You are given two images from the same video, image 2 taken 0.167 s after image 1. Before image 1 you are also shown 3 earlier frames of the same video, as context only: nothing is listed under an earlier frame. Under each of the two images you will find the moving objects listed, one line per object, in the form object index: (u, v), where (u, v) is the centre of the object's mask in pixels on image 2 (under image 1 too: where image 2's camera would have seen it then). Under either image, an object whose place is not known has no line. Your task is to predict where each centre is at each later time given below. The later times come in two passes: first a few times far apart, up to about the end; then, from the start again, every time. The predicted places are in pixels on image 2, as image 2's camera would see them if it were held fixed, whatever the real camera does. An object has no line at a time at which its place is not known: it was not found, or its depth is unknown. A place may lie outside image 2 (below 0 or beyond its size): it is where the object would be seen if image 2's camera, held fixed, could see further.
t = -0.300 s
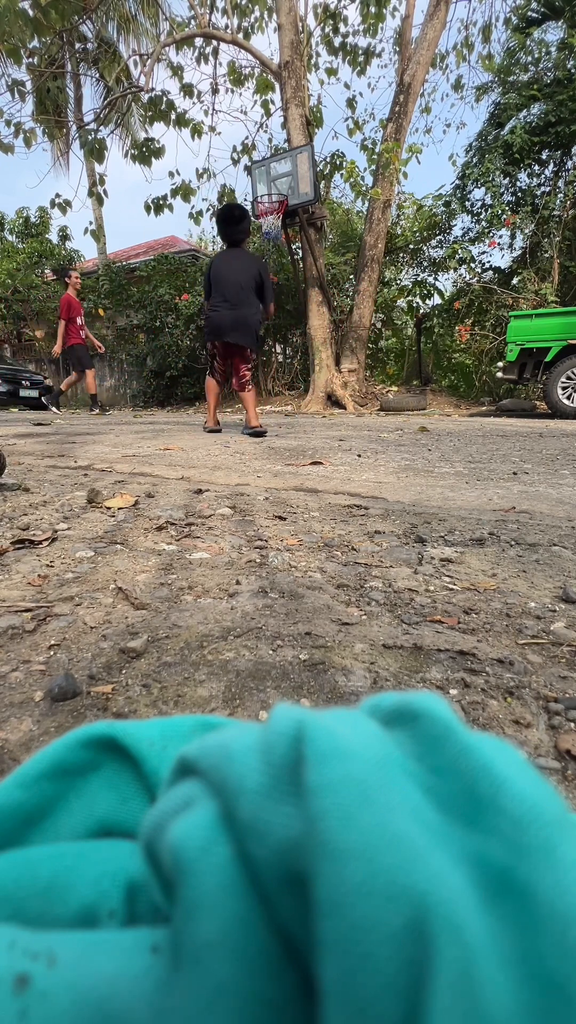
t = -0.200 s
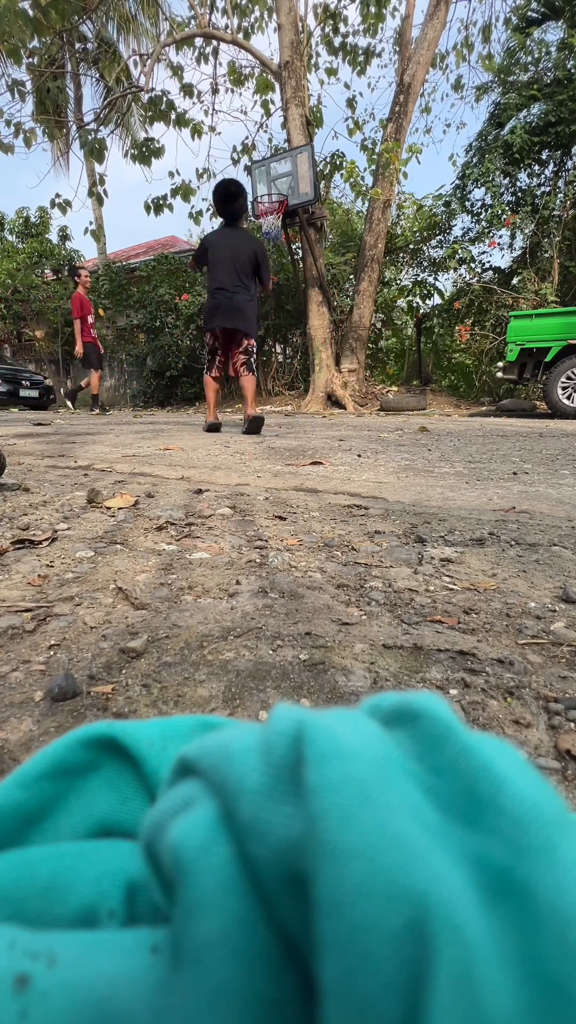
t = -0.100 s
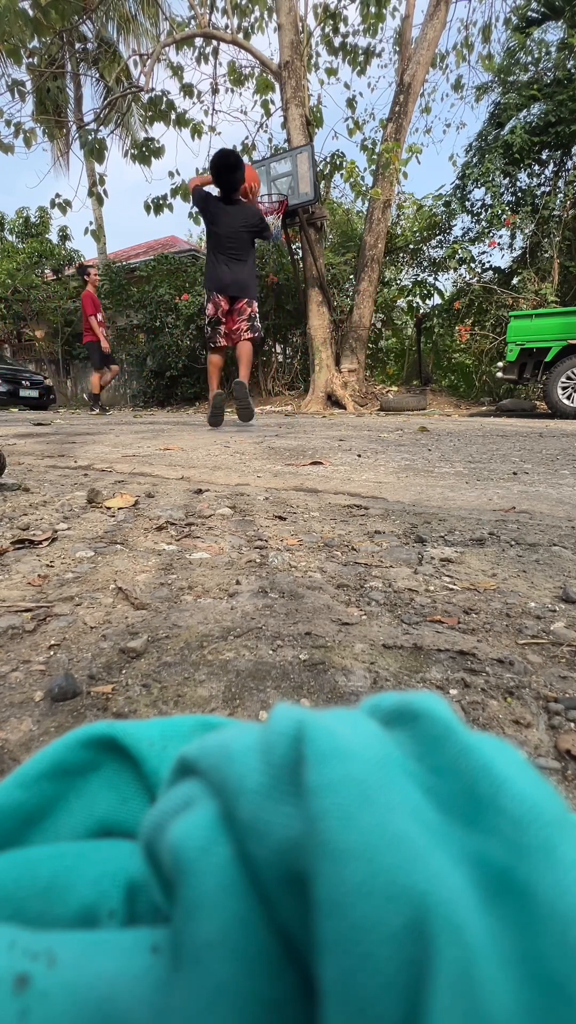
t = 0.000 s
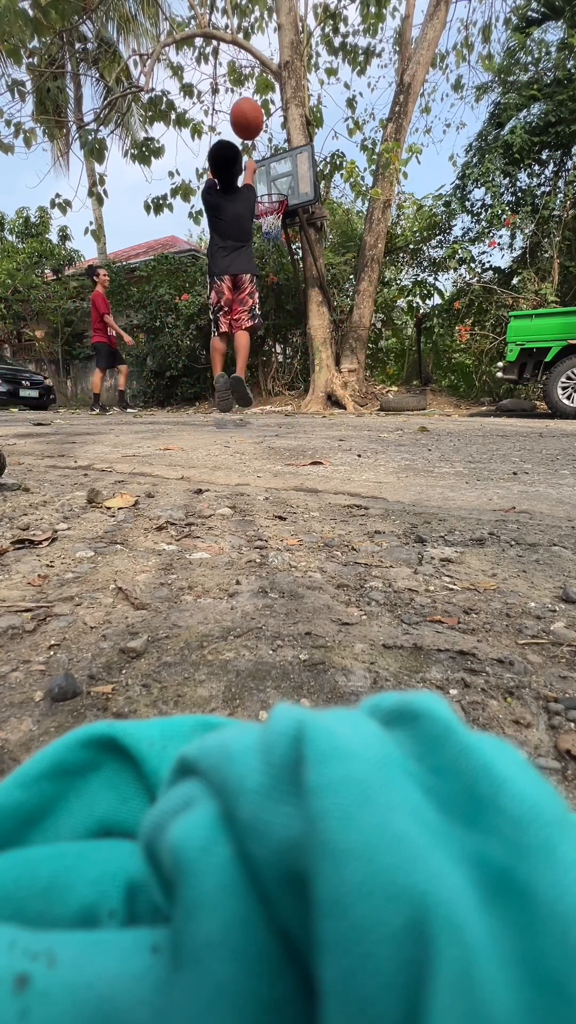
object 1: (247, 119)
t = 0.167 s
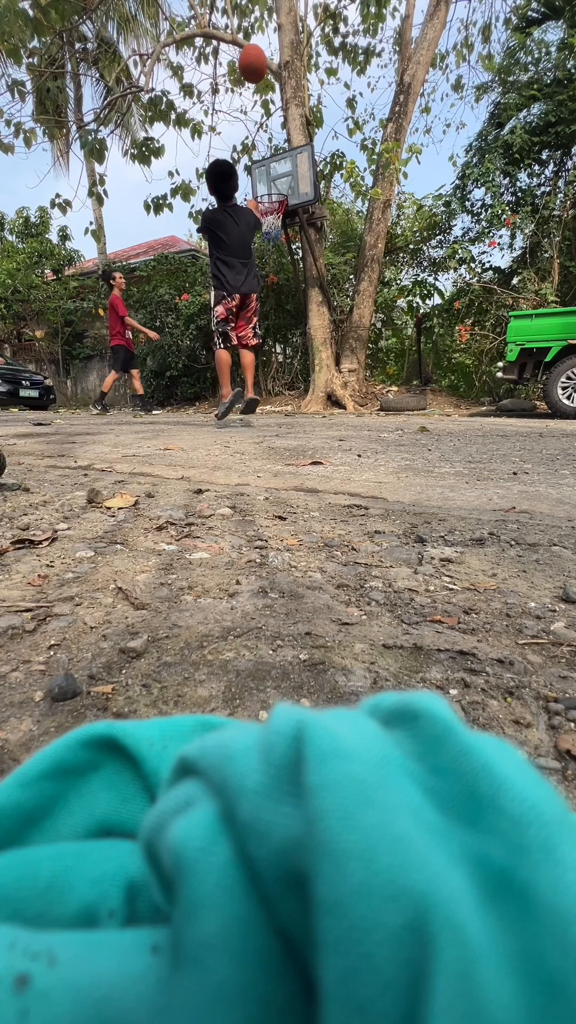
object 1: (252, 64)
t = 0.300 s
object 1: (257, 55)
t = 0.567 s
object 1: (264, 98)
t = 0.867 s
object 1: (270, 198)
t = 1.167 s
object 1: (275, 246)
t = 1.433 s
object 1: (280, 315)
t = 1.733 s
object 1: (284, 392)
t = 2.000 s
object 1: (285, 328)
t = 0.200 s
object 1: (254, 59)
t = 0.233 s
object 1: (255, 56)
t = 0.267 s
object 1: (256, 55)
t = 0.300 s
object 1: (257, 55)
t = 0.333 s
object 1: (258, 56)
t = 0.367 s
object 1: (259, 60)
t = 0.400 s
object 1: (260, 63)
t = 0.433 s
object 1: (261, 69)
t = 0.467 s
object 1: (262, 74)
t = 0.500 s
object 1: (263, 82)
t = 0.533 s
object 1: (264, 89)
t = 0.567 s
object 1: (264, 98)
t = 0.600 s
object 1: (265, 107)
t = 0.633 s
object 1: (265, 117)
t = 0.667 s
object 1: (266, 127)
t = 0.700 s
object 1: (267, 138)
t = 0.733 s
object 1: (268, 149)
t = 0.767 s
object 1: (268, 161)
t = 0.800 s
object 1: (268, 173)
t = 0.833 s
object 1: (269, 185)
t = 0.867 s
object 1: (270, 198)
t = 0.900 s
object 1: (269, 208)
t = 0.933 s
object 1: (271, 217)
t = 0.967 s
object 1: (270, 218)
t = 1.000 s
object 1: (272, 226)
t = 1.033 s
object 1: (274, 229)
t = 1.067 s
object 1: (274, 232)
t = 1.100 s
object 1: (274, 235)
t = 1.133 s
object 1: (274, 240)
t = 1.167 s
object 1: (275, 246)
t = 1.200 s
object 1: (276, 252)
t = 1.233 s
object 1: (276, 259)
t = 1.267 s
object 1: (277, 267)
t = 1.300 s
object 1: (277, 275)
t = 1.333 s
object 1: (277, 284)
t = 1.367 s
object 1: (278, 293)
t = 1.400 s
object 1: (279, 304)
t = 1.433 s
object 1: (280, 315)
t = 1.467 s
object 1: (280, 326)
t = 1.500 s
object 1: (281, 338)
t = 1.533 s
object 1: (282, 350)
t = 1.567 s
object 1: (282, 363)
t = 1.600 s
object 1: (283, 376)
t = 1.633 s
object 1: (283, 390)
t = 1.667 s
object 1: (284, 404)
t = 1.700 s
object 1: (284, 403)
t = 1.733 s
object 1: (284, 392)
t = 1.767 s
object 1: (285, 383)
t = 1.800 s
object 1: (285, 374)
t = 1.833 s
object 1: (285, 365)
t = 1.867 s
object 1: (285, 356)
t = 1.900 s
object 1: (285, 348)
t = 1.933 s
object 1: (285, 341)
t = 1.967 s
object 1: (285, 334)
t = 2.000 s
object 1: (285, 328)
